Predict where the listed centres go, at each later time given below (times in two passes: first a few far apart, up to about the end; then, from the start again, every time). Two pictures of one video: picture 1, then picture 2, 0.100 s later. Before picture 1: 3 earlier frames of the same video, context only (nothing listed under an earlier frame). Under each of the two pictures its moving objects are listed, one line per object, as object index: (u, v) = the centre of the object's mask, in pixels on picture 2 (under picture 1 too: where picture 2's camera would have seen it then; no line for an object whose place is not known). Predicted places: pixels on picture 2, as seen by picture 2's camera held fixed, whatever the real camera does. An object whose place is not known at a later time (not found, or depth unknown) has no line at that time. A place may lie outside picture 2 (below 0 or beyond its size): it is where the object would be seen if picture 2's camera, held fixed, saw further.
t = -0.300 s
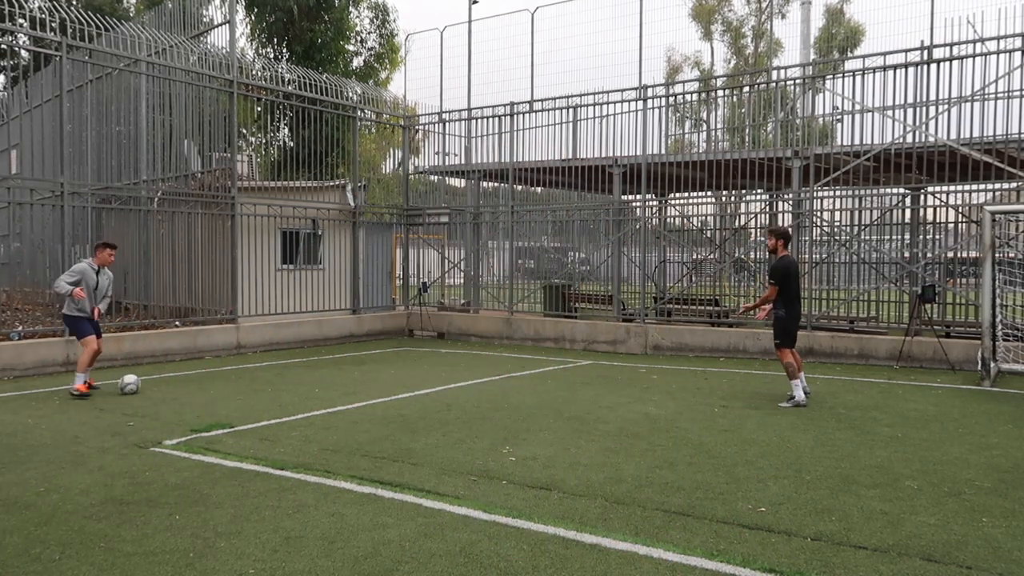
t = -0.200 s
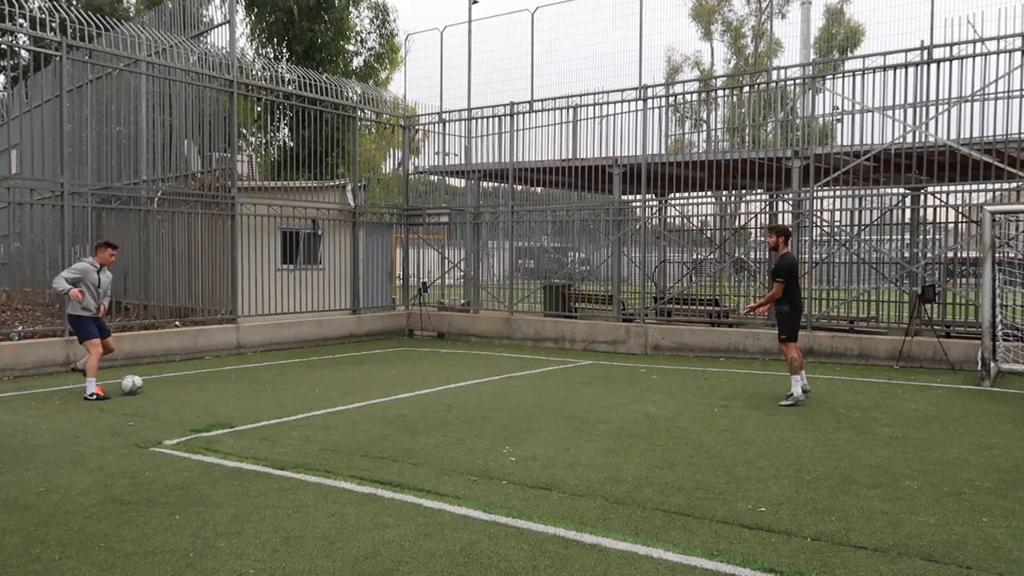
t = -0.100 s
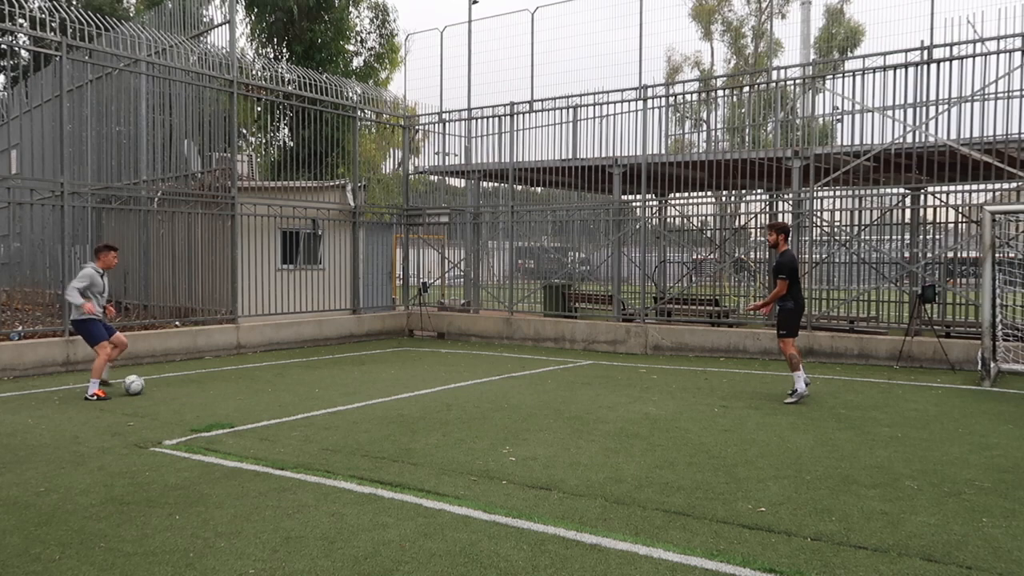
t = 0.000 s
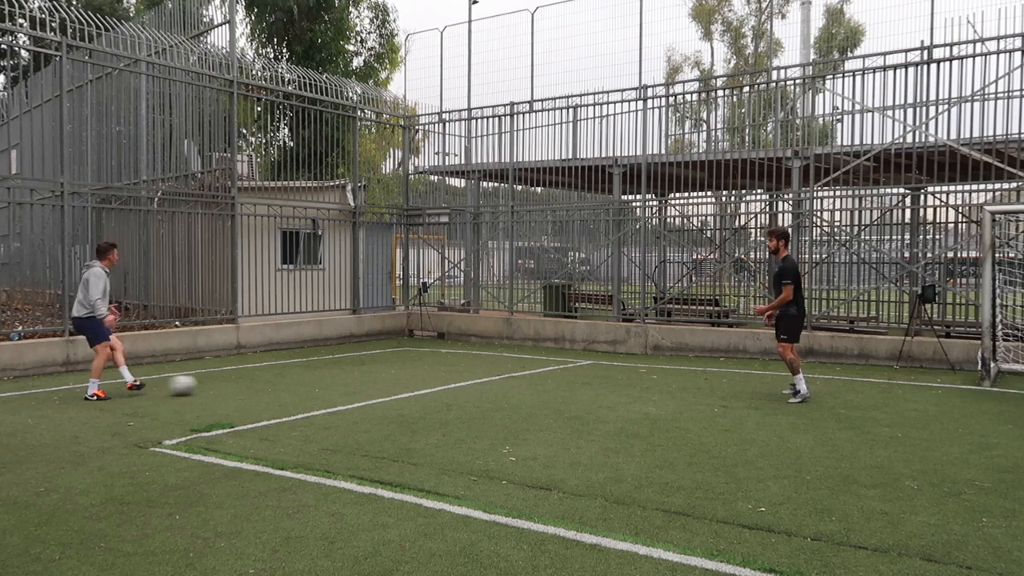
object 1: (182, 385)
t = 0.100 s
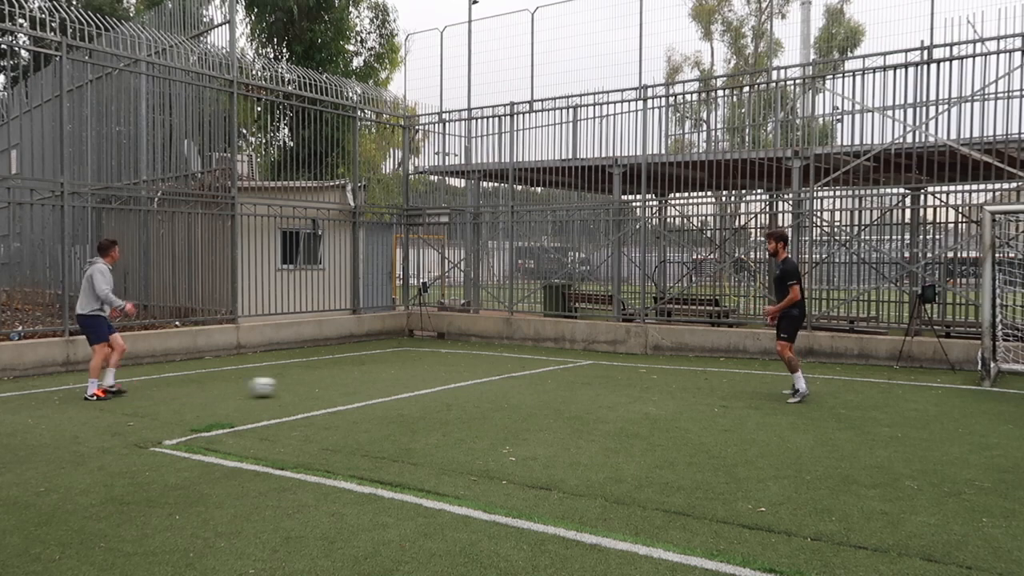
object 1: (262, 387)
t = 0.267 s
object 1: (389, 388)
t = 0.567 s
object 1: (593, 392)
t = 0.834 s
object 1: (744, 393)
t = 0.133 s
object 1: (288, 388)
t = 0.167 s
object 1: (314, 388)
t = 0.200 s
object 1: (340, 388)
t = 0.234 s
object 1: (365, 388)
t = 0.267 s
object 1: (389, 388)
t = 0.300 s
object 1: (414, 389)
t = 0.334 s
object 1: (436, 390)
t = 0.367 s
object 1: (462, 390)
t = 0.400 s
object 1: (484, 390)
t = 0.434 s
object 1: (507, 390)
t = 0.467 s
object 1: (529, 391)
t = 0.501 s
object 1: (551, 391)
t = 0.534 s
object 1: (571, 391)
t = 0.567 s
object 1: (593, 392)
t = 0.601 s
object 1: (614, 391)
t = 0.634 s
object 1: (632, 390)
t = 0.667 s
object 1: (651, 390)
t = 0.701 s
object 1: (670, 391)
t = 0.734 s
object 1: (689, 393)
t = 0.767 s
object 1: (708, 394)
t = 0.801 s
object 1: (726, 394)
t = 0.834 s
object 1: (744, 393)
